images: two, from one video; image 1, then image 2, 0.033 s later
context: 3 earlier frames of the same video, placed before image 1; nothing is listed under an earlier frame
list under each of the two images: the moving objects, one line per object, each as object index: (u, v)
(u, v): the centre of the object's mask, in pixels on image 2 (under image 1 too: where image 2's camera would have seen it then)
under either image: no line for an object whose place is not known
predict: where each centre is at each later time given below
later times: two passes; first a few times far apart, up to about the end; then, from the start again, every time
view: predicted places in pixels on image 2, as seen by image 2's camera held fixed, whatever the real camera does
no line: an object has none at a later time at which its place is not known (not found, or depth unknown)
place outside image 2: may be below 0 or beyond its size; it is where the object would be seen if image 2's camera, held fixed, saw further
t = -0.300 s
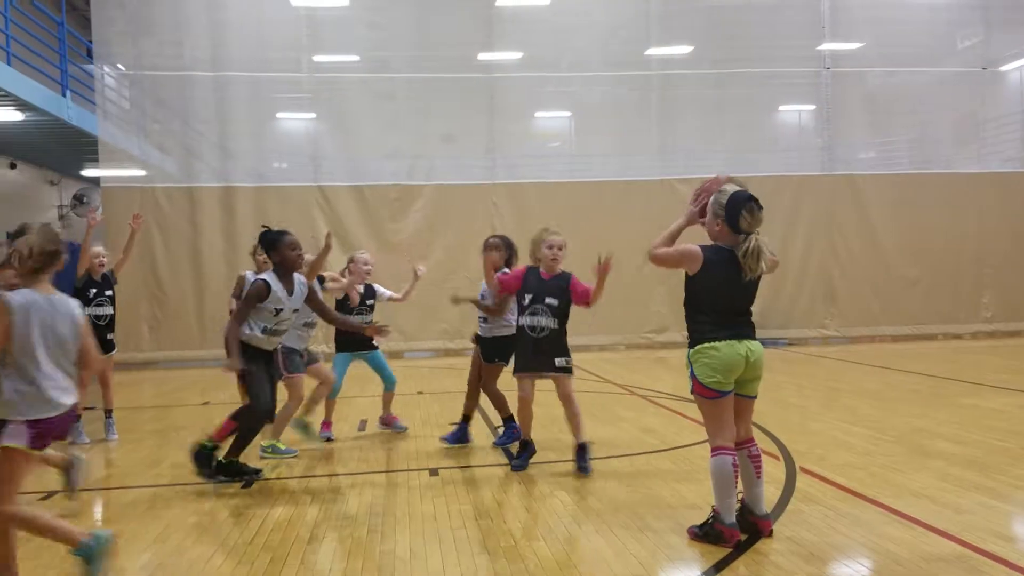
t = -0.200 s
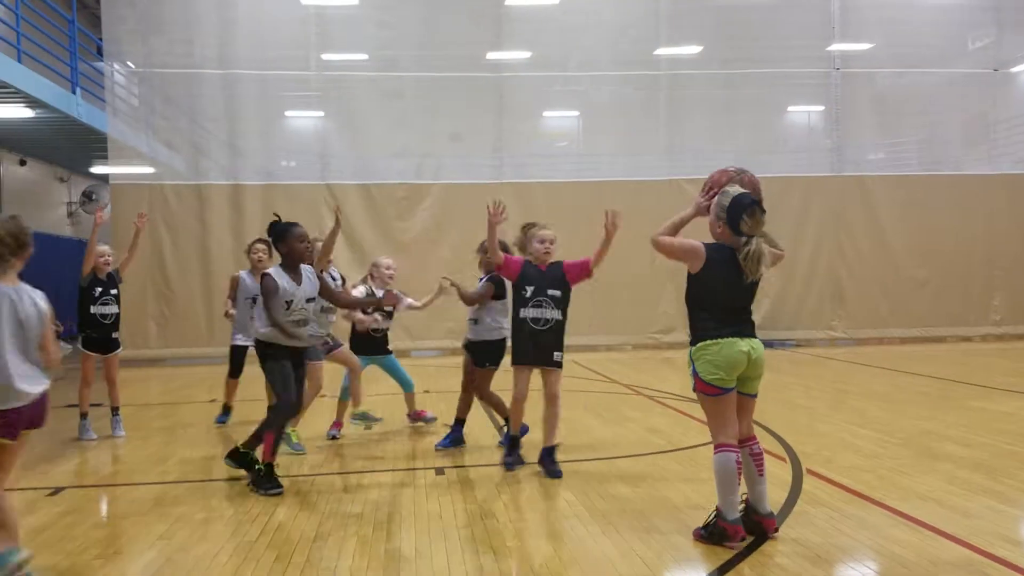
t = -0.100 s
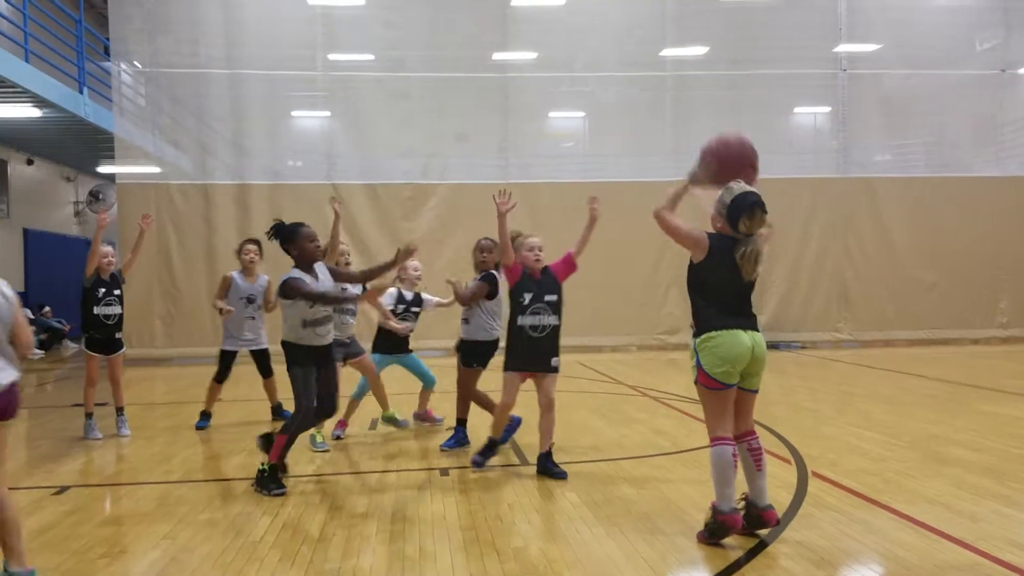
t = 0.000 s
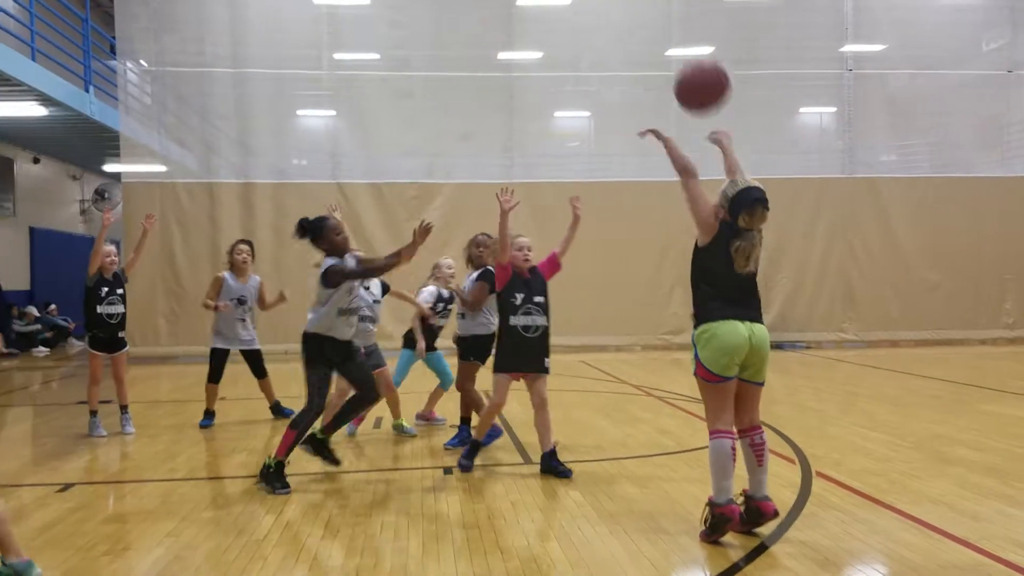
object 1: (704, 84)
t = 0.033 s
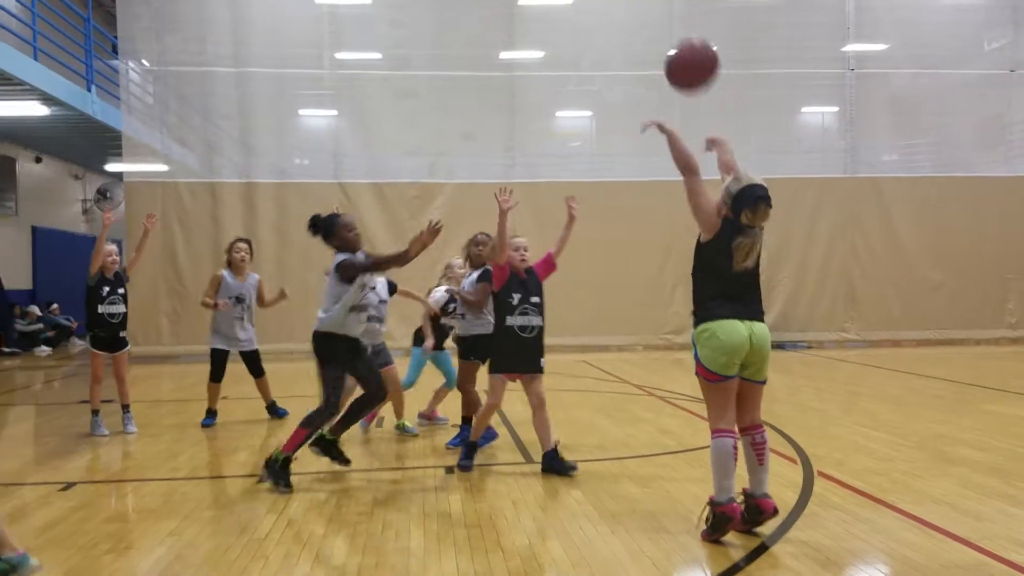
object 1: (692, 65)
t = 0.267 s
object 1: (620, 14)
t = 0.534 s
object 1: (561, 64)
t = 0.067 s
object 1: (678, 48)
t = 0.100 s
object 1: (668, 34)
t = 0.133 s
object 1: (658, 25)
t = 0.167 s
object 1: (648, 20)
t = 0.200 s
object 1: (638, 17)
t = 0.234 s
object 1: (629, 16)
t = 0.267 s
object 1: (620, 14)
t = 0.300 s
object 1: (611, 13)
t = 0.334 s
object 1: (603, 14)
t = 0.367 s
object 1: (595, 16)
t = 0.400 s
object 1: (587, 22)
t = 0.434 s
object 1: (581, 30)
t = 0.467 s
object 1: (574, 40)
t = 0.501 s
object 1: (567, 52)
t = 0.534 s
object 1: (561, 64)
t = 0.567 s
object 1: (555, 79)
